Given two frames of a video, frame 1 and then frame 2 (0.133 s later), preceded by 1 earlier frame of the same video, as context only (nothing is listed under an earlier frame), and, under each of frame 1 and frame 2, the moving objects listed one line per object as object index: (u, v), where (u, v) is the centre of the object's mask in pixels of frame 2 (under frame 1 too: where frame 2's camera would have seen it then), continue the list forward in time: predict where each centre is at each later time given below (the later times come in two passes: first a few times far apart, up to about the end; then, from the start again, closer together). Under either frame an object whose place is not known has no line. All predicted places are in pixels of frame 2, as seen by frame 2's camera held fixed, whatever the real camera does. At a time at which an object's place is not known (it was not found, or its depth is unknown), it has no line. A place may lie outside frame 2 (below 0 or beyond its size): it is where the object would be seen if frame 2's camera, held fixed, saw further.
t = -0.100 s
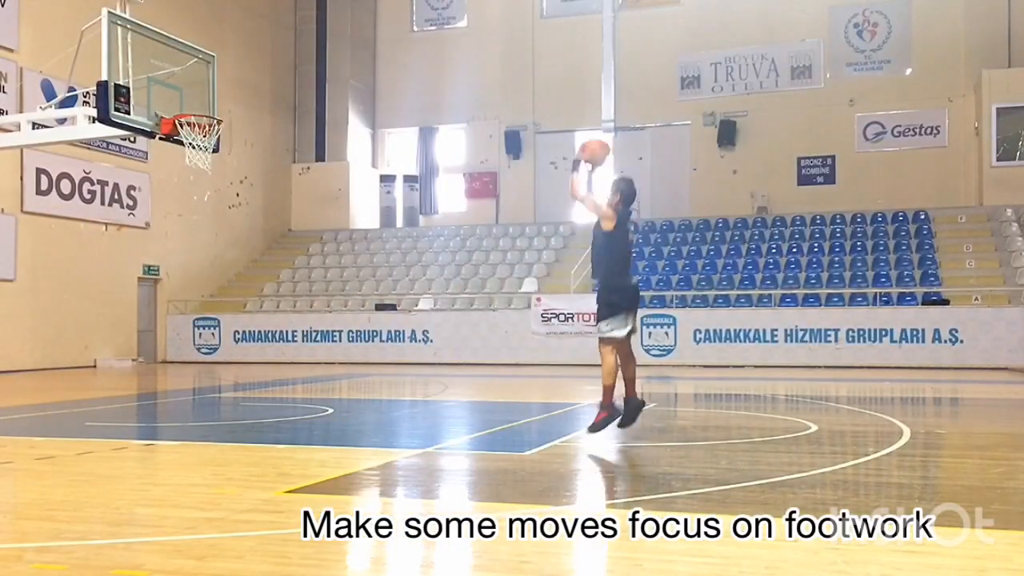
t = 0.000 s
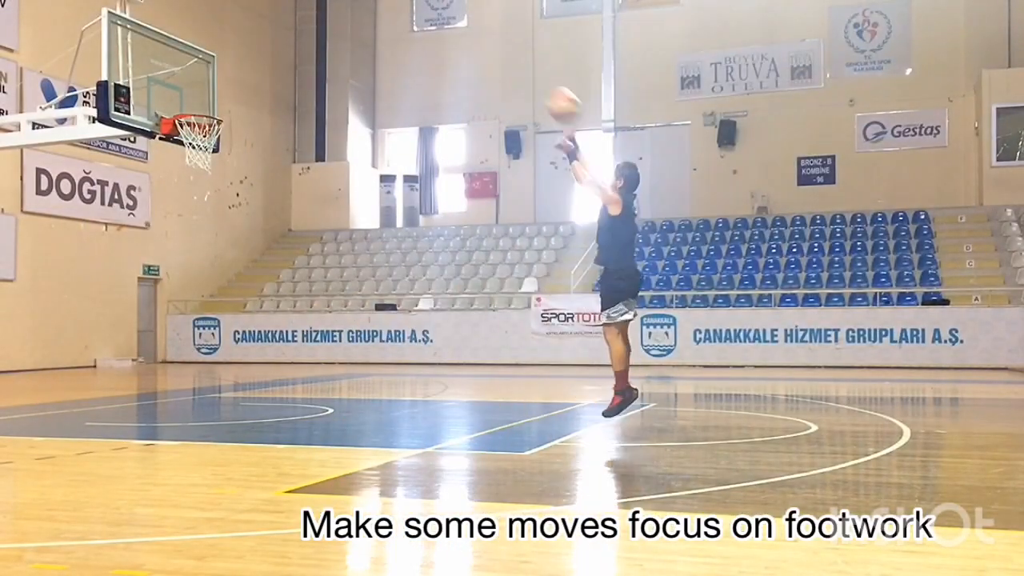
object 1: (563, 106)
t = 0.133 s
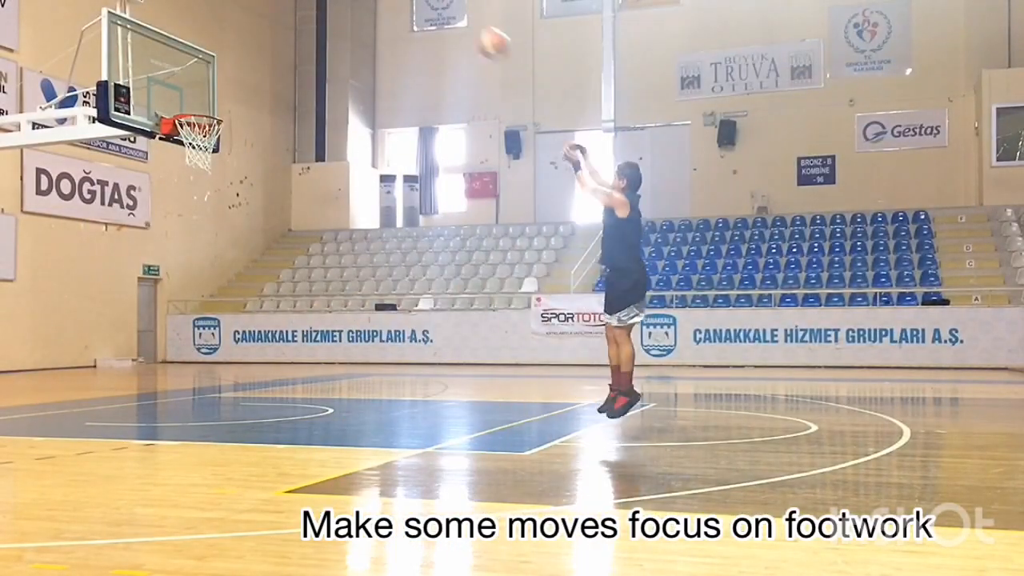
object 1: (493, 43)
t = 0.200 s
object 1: (462, 23)
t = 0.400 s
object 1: (372, 3)
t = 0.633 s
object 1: (284, 19)
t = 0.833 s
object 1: (218, 78)
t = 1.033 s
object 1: (209, 144)
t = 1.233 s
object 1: (228, 149)
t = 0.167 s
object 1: (478, 32)
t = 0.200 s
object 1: (462, 23)
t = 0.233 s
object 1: (446, 15)
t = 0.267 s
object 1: (432, 11)
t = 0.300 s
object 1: (414, 7)
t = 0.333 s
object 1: (400, 6)
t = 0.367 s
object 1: (386, 5)
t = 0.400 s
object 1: (372, 3)
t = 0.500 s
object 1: (332, 5)
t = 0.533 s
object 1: (320, 6)
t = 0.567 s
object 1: (308, 9)
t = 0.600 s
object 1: (296, 12)
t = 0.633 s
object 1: (284, 19)
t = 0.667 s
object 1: (271, 26)
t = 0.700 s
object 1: (261, 35)
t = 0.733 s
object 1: (249, 45)
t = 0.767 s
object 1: (238, 55)
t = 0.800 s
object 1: (229, 66)
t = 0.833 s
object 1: (218, 78)
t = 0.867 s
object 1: (208, 91)
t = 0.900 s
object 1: (198, 104)
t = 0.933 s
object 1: (192, 109)
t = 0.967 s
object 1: (194, 126)
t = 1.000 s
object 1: (200, 133)
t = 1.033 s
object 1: (209, 144)
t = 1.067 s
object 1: (215, 147)
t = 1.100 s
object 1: (219, 147)
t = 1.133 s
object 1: (221, 149)
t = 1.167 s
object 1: (223, 150)
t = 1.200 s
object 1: (226, 148)
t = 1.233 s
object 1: (228, 149)
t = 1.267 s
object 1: (231, 156)
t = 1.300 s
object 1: (232, 158)
